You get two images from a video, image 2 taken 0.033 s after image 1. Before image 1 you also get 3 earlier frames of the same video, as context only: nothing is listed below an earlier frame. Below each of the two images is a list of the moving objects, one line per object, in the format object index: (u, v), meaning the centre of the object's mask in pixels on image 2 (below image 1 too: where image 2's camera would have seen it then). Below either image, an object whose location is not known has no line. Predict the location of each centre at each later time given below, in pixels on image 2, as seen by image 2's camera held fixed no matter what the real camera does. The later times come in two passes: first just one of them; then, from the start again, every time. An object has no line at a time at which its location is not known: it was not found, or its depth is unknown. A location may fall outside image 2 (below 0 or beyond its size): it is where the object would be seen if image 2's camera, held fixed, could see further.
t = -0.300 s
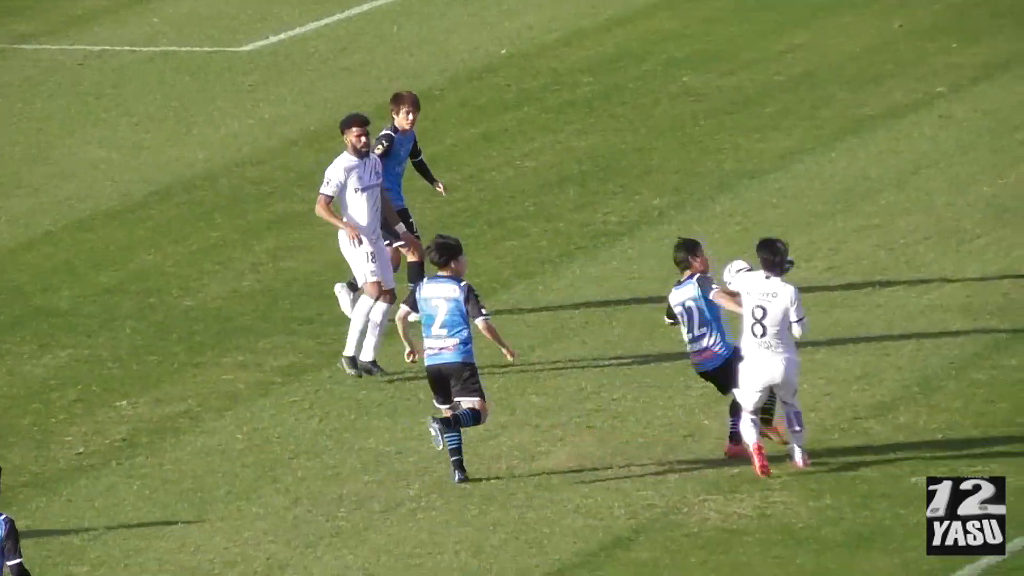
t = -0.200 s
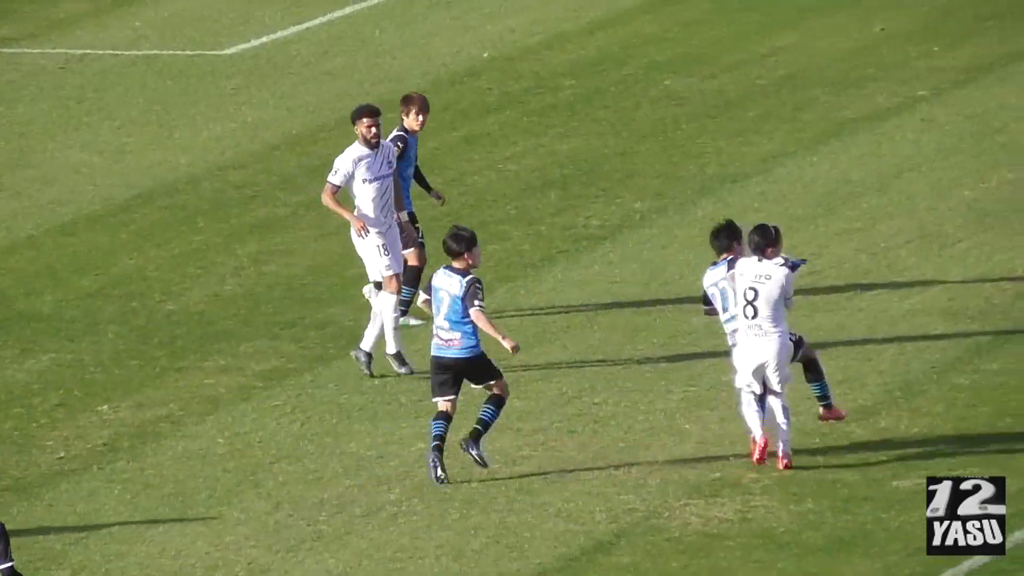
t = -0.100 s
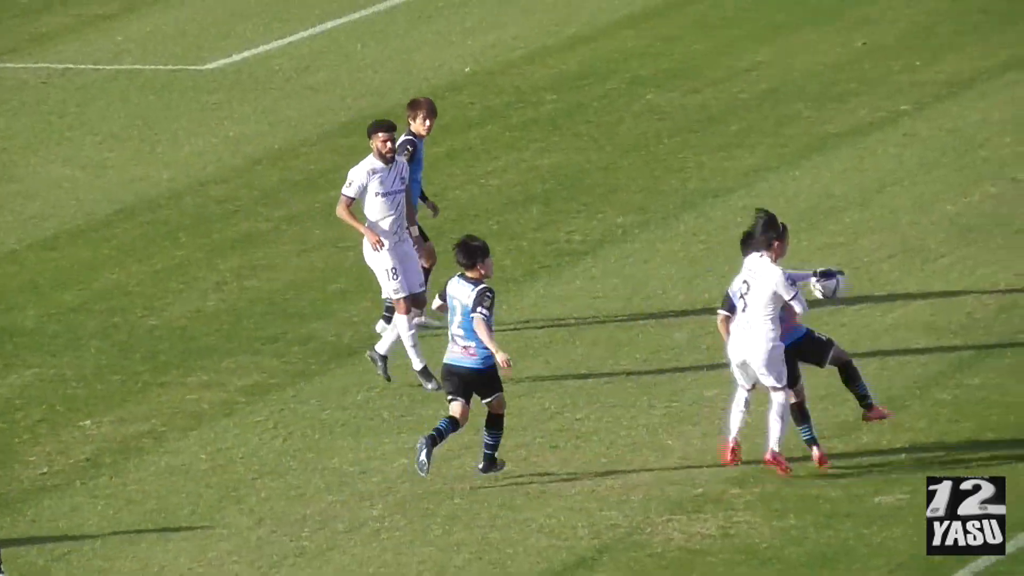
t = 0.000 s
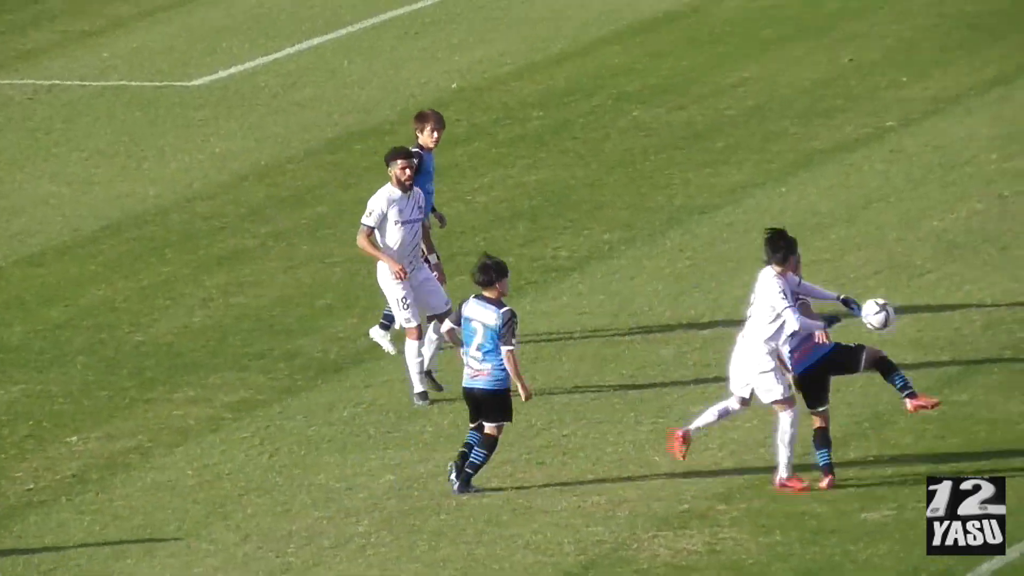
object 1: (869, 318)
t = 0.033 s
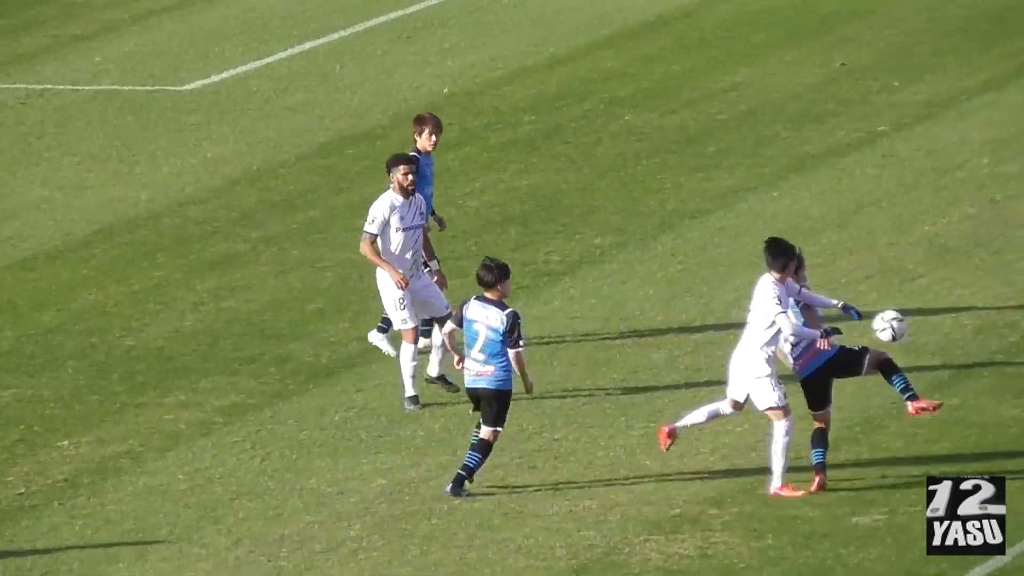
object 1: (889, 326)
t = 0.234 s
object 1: (1013, 410)
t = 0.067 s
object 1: (911, 337)
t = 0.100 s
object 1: (933, 349)
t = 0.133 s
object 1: (953, 362)
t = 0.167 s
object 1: (974, 376)
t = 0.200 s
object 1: (995, 393)
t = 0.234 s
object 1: (1013, 410)
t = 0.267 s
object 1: (1033, 429)
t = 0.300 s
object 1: (1048, 427)
